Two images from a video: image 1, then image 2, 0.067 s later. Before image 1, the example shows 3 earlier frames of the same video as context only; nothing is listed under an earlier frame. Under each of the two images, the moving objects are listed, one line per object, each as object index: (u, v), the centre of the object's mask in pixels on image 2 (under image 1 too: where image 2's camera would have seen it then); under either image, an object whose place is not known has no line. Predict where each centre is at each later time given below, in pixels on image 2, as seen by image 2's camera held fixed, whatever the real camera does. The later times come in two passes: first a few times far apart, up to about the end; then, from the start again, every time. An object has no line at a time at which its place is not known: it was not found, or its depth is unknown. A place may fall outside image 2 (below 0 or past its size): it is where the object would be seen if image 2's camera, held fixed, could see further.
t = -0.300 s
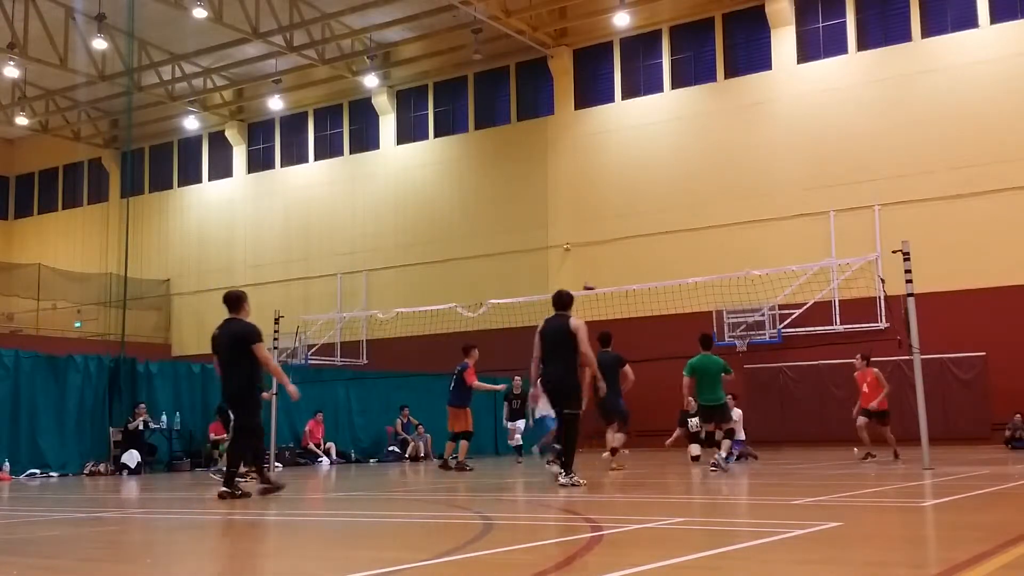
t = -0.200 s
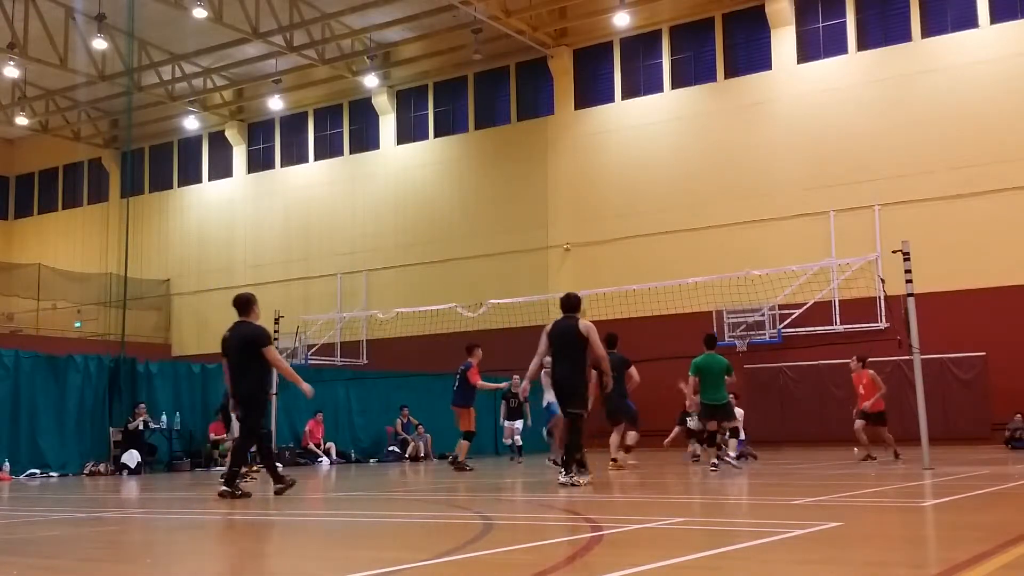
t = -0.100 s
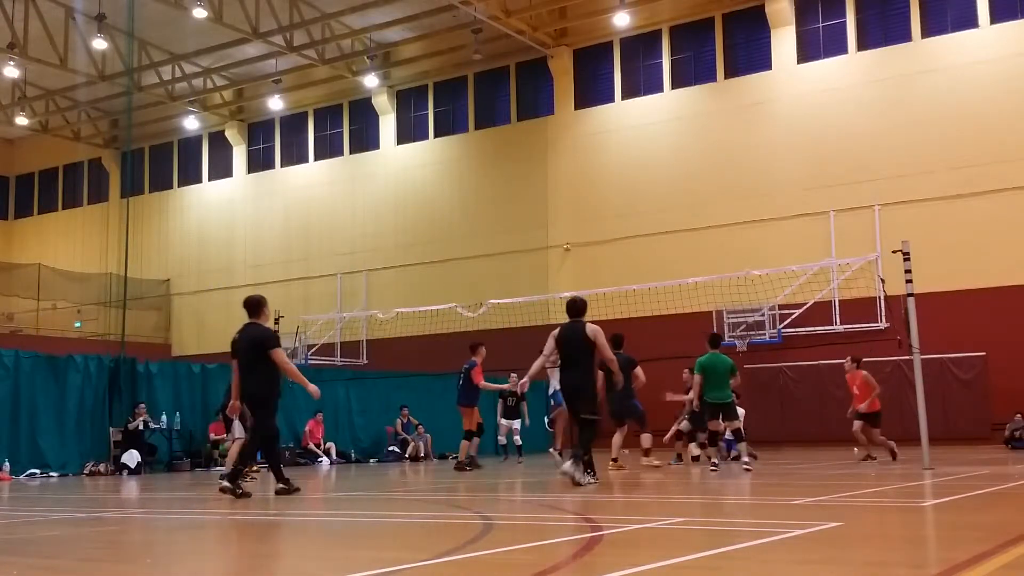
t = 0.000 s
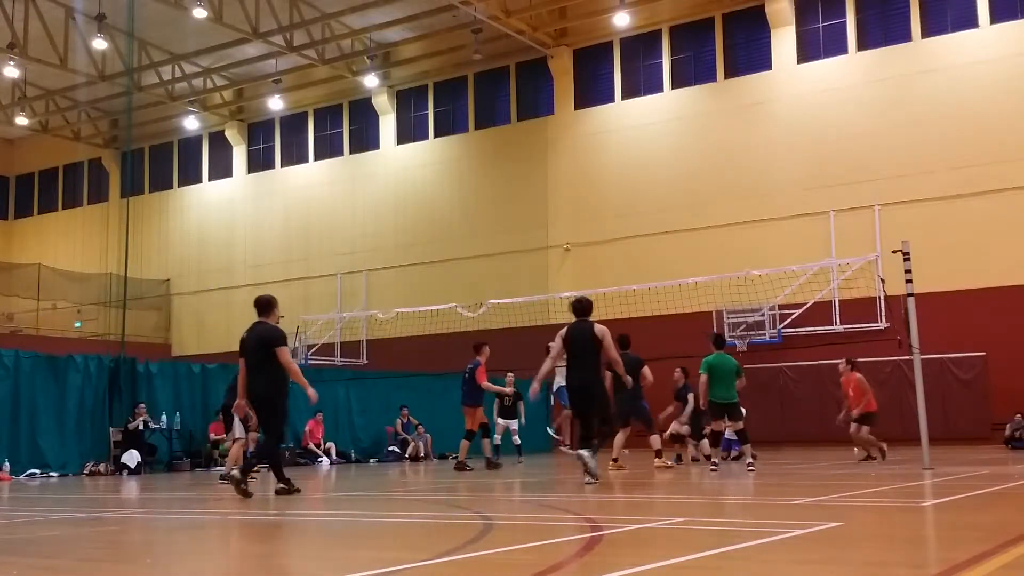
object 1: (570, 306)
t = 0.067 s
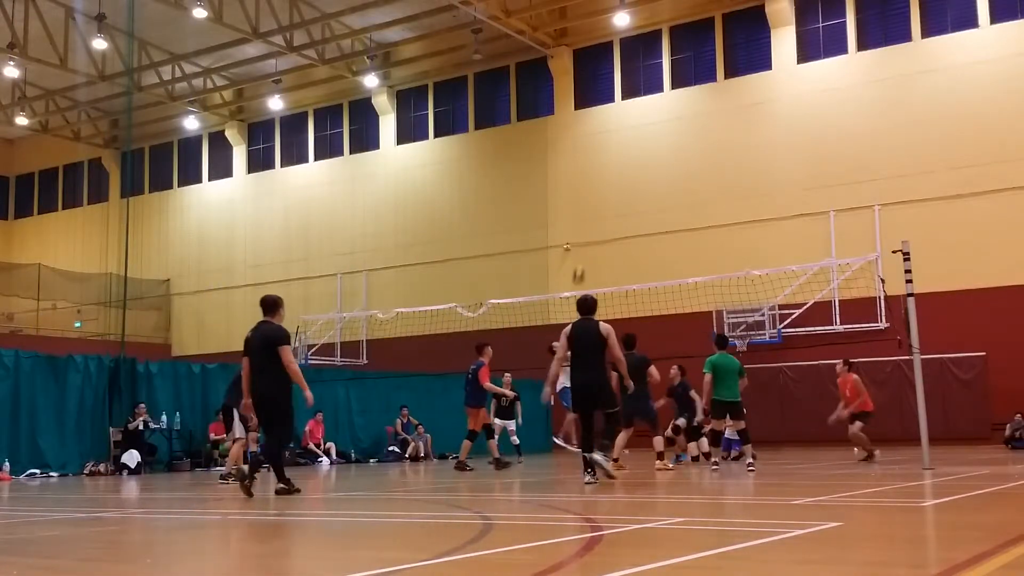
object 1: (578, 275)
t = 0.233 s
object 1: (590, 214)
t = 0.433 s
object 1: (605, 163)
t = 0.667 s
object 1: (625, 136)
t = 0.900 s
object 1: (645, 144)
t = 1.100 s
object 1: (663, 180)
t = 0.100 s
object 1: (581, 262)
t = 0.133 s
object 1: (583, 248)
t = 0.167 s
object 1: (586, 235)
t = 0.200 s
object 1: (587, 225)
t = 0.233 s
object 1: (590, 214)
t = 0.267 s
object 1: (593, 204)
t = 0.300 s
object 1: (595, 194)
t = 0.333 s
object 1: (598, 185)
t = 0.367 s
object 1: (601, 177)
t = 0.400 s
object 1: (603, 169)
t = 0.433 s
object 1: (605, 163)
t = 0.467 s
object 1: (608, 157)
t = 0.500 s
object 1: (610, 151)
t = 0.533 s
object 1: (613, 147)
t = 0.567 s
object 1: (616, 143)
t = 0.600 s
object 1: (619, 140)
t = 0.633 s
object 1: (622, 138)
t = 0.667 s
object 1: (625, 136)
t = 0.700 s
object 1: (628, 135)
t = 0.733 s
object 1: (630, 134)
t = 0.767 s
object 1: (633, 135)
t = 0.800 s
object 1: (636, 136)
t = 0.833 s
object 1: (639, 138)
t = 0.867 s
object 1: (642, 140)
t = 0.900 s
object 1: (645, 144)
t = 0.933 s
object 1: (648, 147)
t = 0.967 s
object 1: (651, 152)
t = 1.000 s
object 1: (654, 158)
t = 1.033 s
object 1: (657, 164)
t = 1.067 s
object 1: (660, 171)
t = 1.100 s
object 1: (663, 180)
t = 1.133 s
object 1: (666, 188)
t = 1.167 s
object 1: (669, 197)
